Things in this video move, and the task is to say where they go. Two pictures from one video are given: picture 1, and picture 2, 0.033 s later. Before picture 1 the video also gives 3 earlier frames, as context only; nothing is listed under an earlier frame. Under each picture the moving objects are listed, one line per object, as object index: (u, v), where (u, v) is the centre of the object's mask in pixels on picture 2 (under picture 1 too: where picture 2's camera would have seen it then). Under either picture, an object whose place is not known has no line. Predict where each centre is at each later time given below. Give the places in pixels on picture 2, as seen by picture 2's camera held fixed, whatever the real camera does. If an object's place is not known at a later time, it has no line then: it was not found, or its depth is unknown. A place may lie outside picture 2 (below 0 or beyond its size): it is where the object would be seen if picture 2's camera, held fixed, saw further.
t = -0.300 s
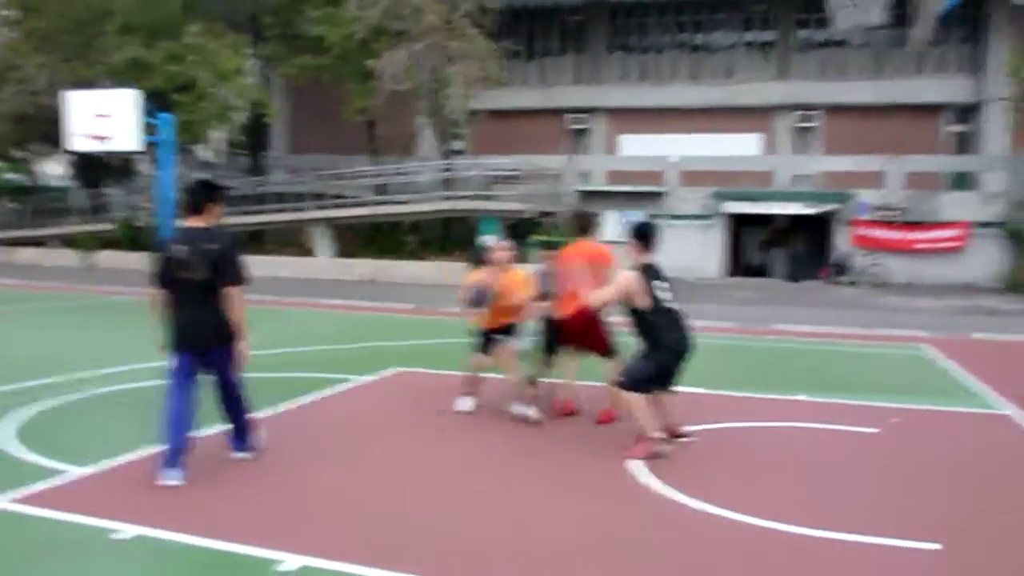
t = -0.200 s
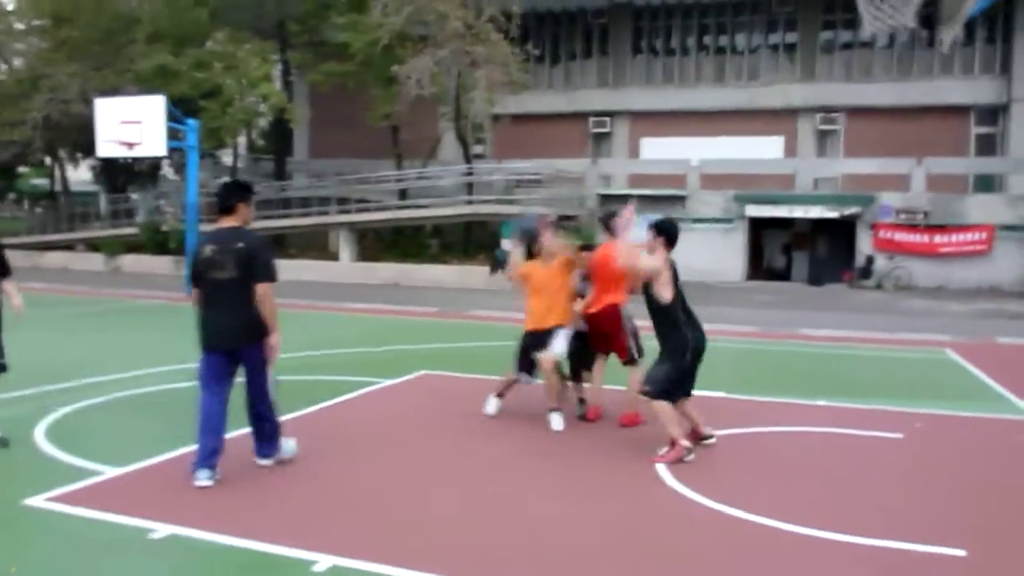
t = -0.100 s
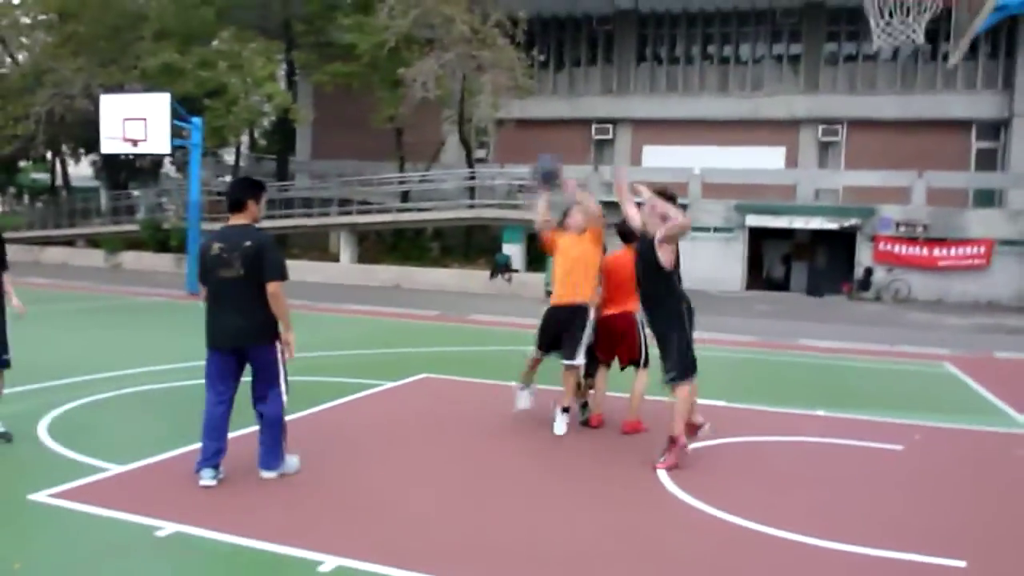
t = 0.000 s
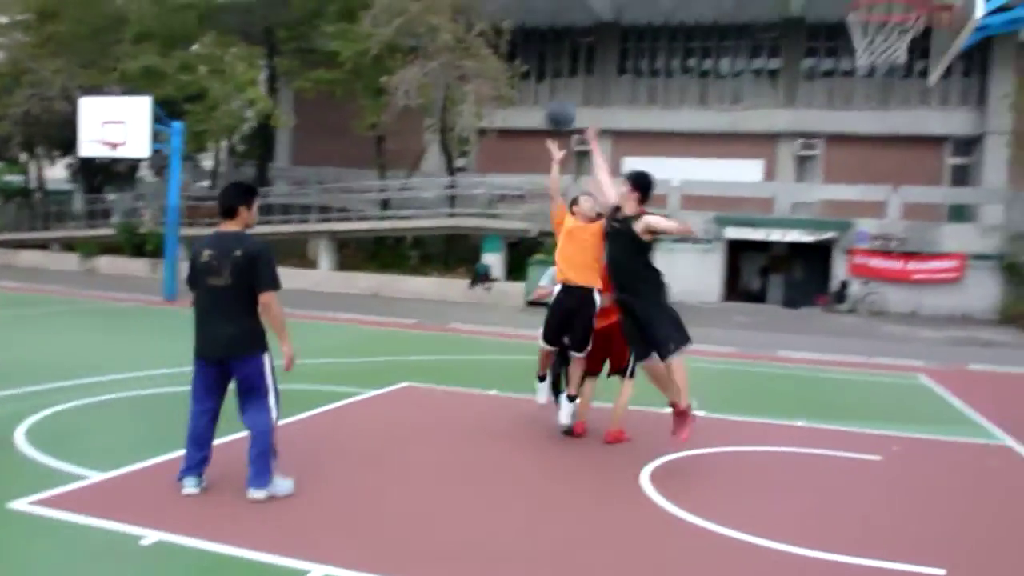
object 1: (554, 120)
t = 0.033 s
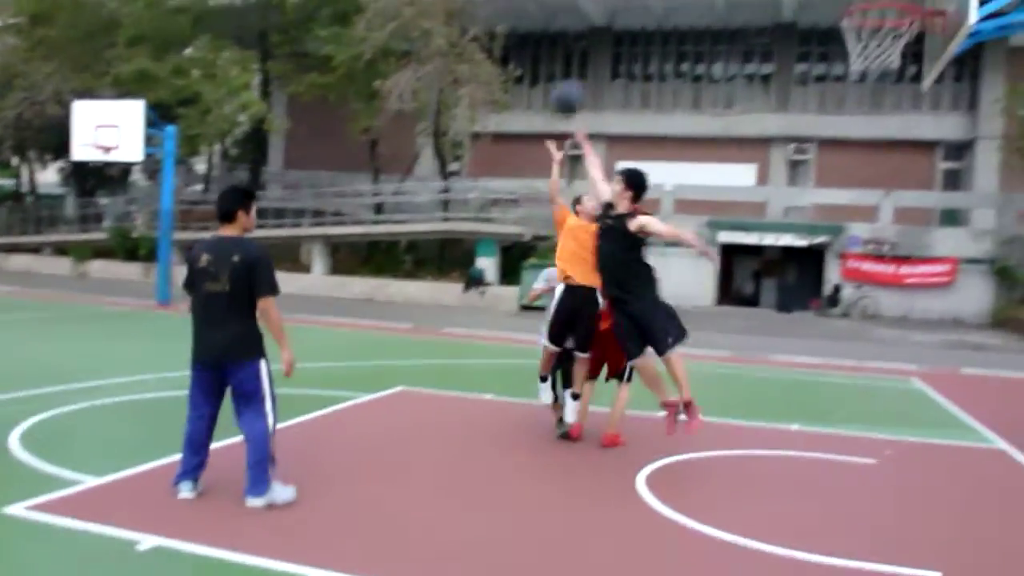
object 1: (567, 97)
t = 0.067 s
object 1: (580, 79)
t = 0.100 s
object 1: (596, 61)
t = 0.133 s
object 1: (611, 44)
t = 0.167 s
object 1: (627, 29)
